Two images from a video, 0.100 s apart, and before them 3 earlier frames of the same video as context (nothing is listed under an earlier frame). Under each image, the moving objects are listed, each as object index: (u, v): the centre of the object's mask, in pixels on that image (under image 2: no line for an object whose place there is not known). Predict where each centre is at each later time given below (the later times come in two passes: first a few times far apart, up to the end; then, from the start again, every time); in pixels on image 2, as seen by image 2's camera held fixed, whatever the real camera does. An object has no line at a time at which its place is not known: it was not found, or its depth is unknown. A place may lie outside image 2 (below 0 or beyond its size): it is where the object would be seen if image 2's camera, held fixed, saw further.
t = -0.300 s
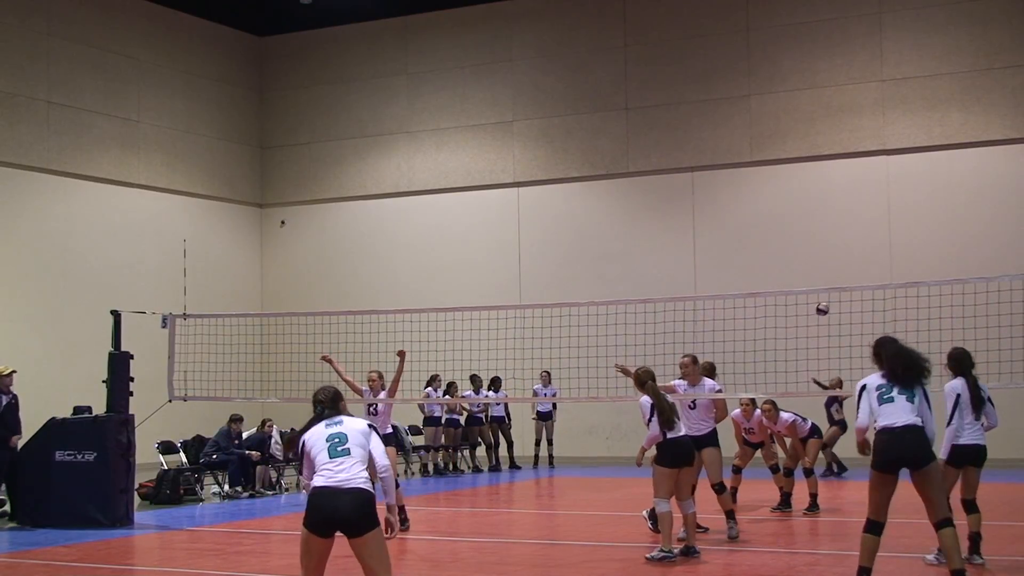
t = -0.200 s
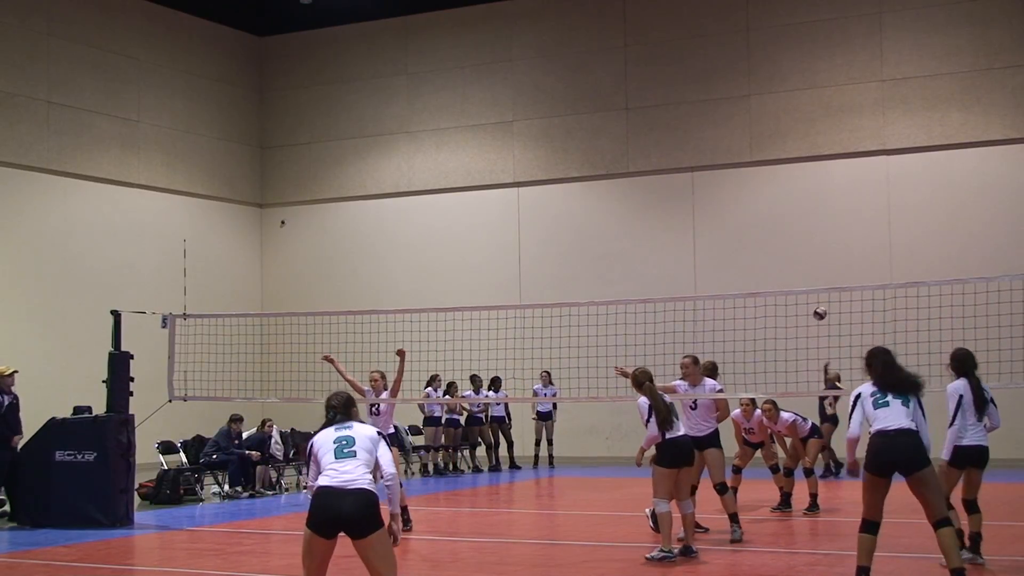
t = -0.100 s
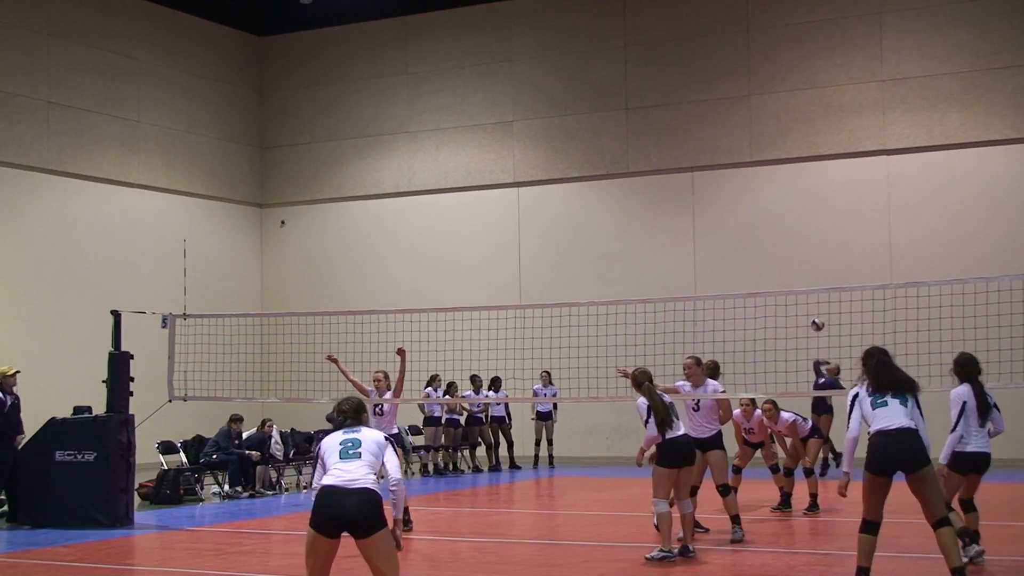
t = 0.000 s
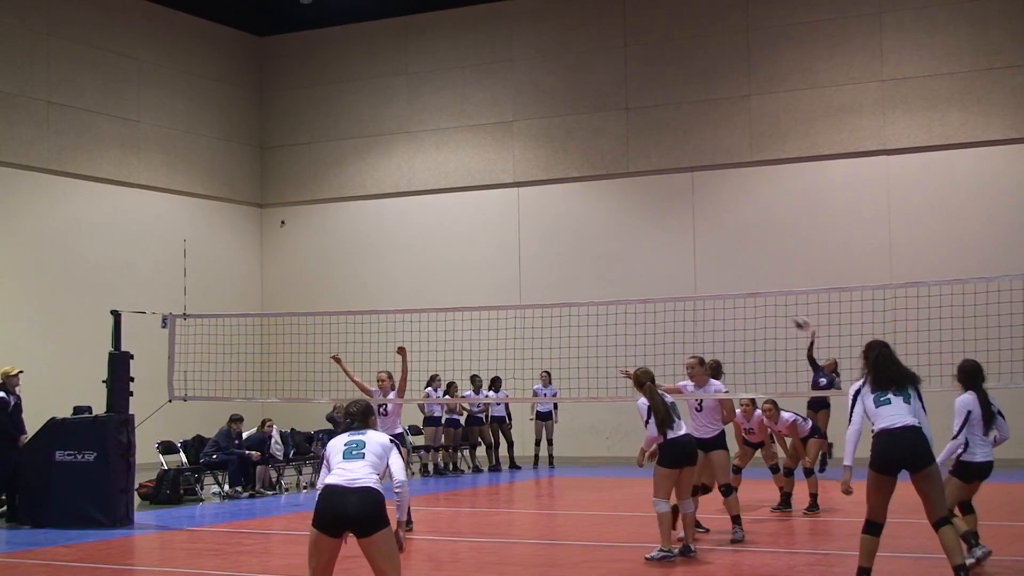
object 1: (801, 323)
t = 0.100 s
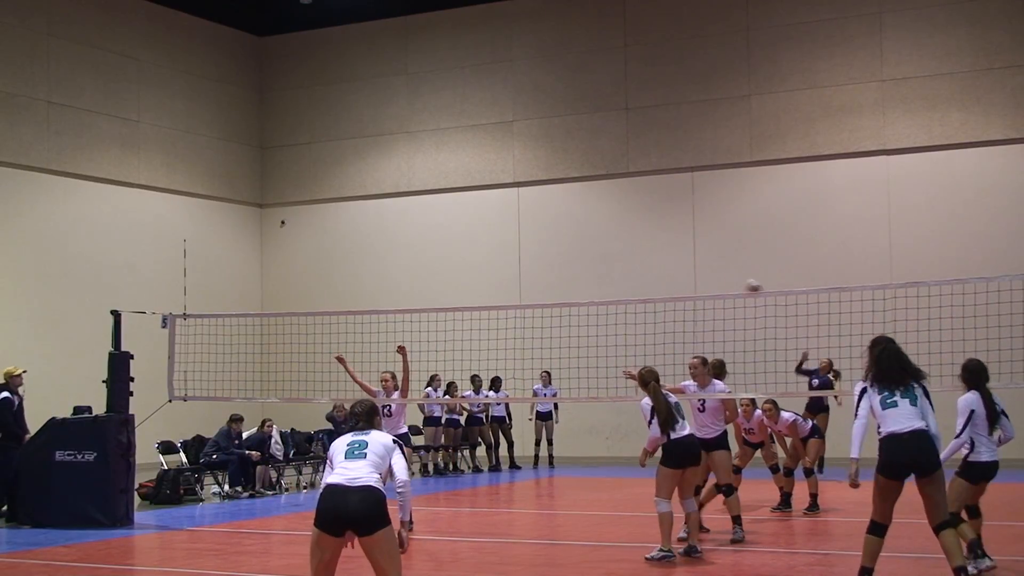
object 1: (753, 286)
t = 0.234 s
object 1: (683, 249)
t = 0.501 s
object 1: (507, 198)
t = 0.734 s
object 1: (307, 204)
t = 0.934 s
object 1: (82, 262)
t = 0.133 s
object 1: (737, 278)
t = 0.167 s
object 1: (720, 267)
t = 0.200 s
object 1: (701, 257)
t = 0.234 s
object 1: (683, 249)
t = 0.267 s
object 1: (664, 239)
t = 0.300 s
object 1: (643, 232)
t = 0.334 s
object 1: (622, 224)
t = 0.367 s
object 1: (601, 217)
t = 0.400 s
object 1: (579, 211)
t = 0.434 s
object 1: (555, 205)
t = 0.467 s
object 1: (532, 201)
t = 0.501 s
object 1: (507, 198)
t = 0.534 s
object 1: (481, 195)
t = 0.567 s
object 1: (453, 194)
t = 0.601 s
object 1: (429, 193)
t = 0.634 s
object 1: (399, 195)
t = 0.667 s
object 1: (371, 196)
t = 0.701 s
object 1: (339, 199)
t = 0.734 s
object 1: (307, 204)
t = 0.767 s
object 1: (275, 210)
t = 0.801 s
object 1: (240, 217)
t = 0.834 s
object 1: (202, 226)
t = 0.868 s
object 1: (164, 236)
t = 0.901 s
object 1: (124, 248)
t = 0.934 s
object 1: (82, 262)
